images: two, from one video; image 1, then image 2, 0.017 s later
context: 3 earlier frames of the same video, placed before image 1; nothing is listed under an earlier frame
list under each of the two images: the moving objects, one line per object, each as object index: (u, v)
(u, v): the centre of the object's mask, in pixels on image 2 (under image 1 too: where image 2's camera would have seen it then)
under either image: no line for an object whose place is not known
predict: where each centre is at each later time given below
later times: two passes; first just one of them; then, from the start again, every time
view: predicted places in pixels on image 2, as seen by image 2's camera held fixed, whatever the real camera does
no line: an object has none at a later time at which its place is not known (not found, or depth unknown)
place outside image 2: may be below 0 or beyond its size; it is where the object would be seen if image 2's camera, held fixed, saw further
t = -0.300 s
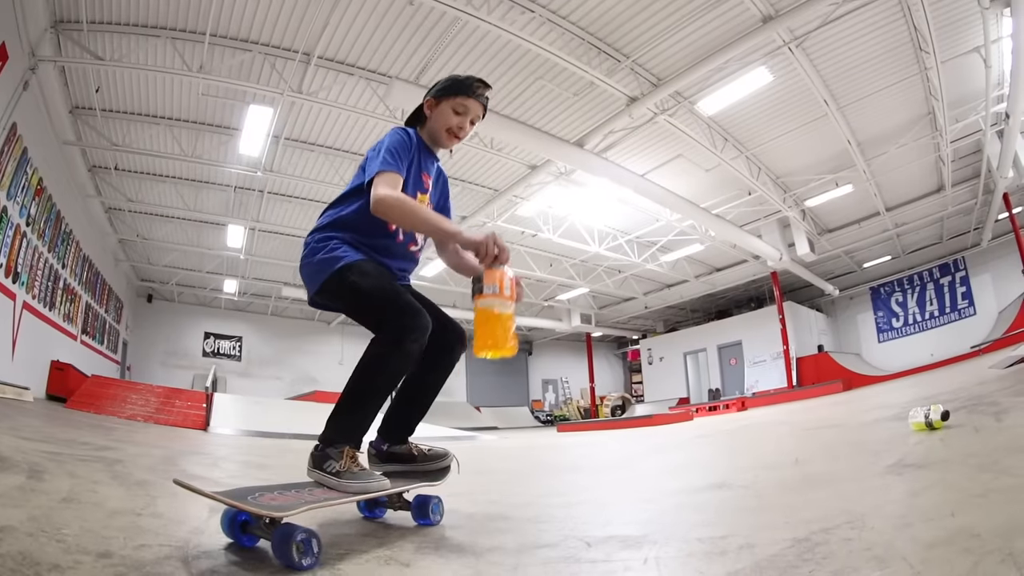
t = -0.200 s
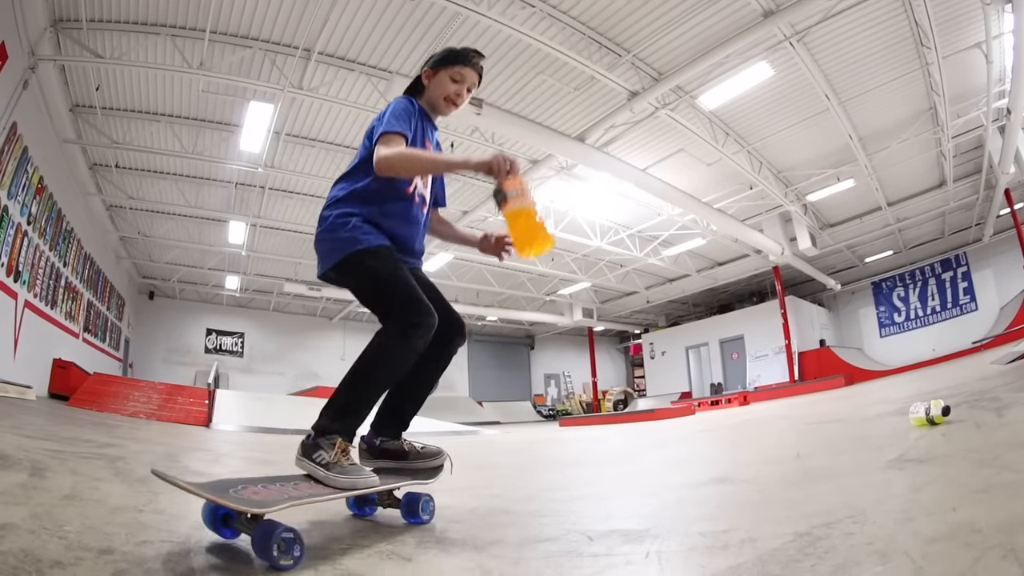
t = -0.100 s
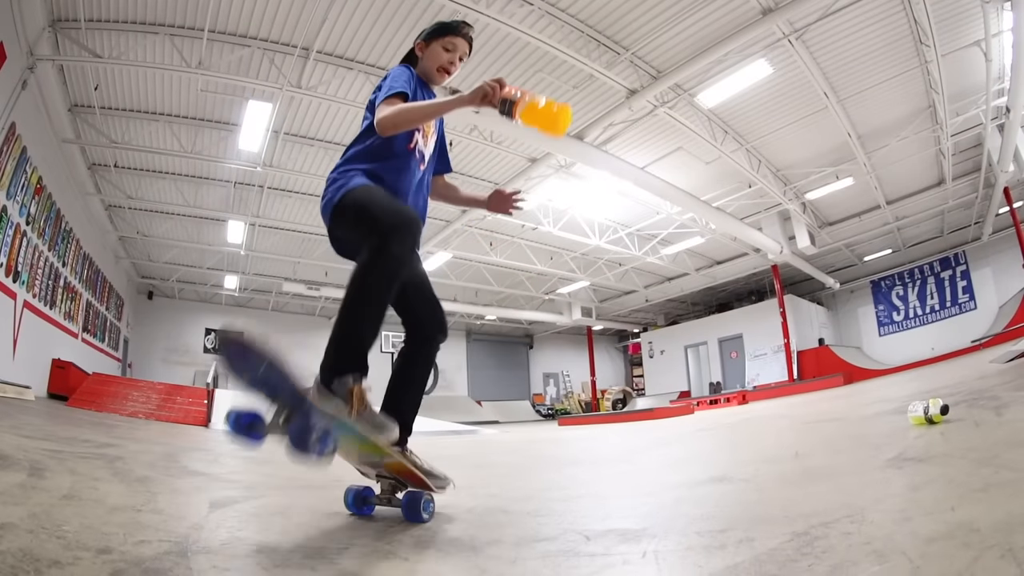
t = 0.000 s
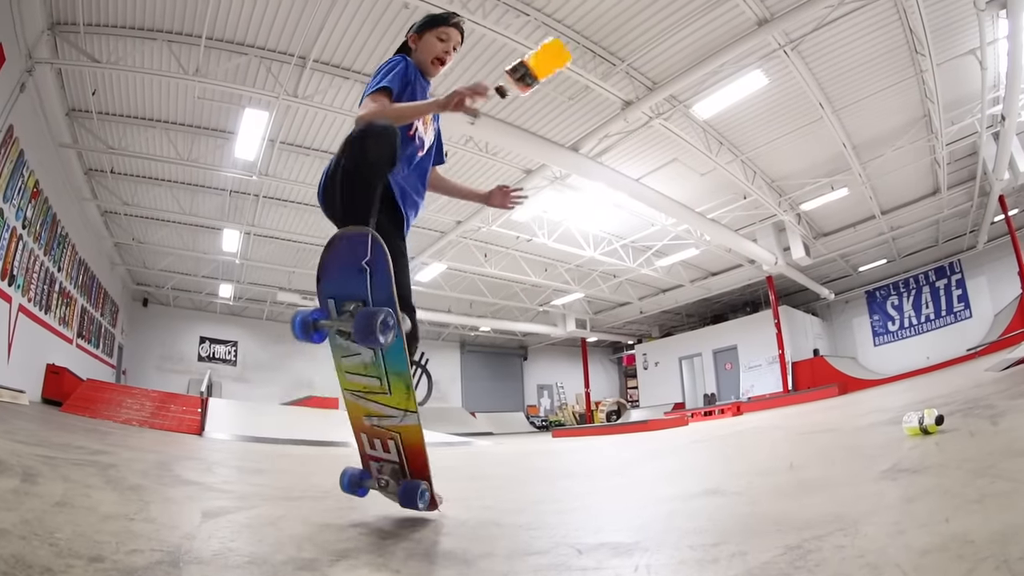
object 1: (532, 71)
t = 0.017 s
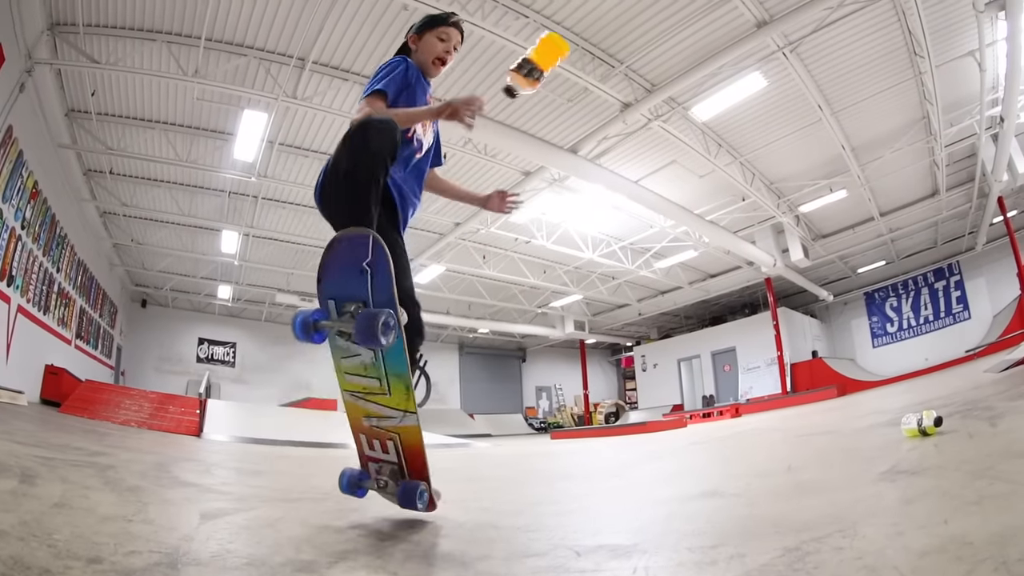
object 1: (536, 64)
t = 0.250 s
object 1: (562, 31)
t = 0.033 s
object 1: (539, 58)
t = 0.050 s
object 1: (542, 52)
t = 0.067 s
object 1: (545, 46)
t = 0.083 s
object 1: (547, 40)
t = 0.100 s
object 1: (550, 36)
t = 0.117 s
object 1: (551, 33)
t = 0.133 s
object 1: (552, 30)
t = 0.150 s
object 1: (554, 28)
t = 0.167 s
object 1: (555, 27)
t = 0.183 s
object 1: (556, 26)
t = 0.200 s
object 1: (558, 26)
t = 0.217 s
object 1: (560, 27)
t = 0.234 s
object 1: (561, 29)
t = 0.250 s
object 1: (562, 31)
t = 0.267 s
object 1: (564, 33)
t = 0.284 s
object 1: (566, 37)
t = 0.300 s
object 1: (569, 41)
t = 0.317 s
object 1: (572, 46)
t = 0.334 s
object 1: (574, 52)
